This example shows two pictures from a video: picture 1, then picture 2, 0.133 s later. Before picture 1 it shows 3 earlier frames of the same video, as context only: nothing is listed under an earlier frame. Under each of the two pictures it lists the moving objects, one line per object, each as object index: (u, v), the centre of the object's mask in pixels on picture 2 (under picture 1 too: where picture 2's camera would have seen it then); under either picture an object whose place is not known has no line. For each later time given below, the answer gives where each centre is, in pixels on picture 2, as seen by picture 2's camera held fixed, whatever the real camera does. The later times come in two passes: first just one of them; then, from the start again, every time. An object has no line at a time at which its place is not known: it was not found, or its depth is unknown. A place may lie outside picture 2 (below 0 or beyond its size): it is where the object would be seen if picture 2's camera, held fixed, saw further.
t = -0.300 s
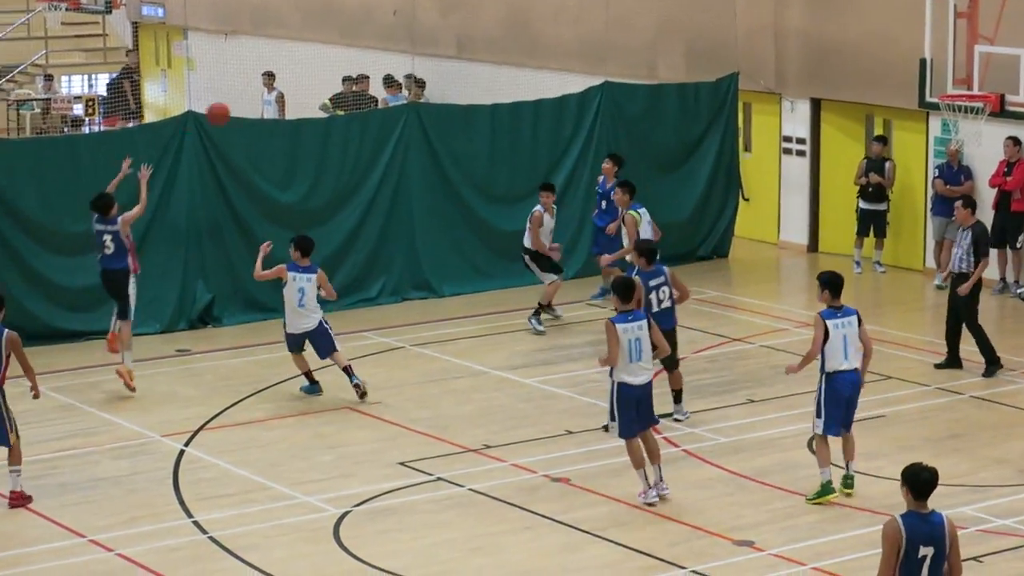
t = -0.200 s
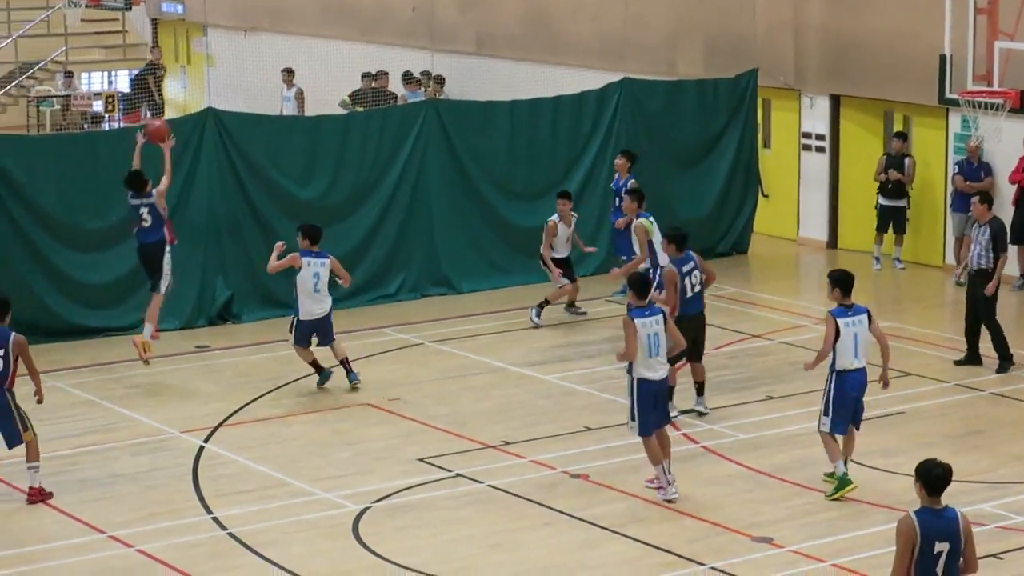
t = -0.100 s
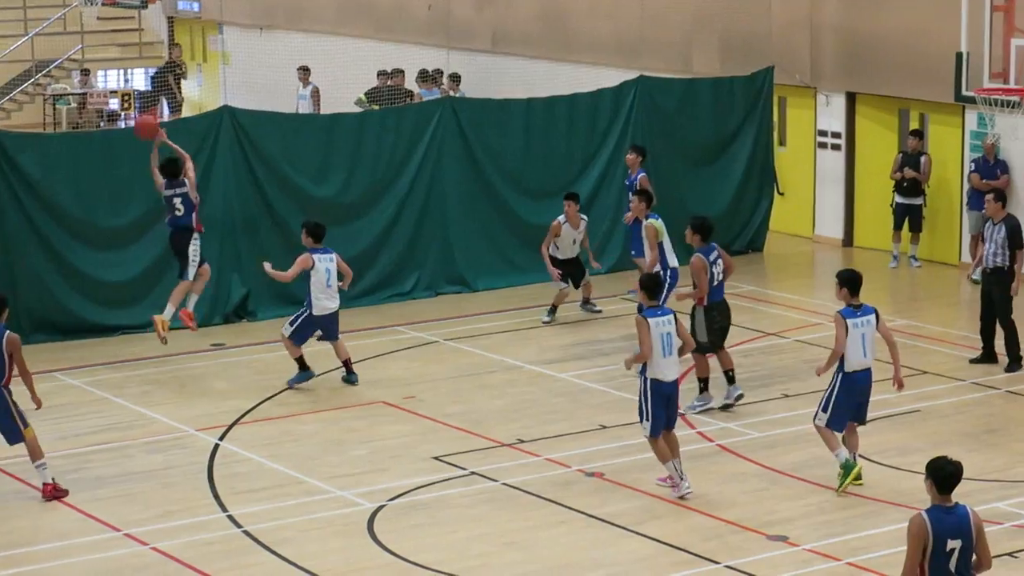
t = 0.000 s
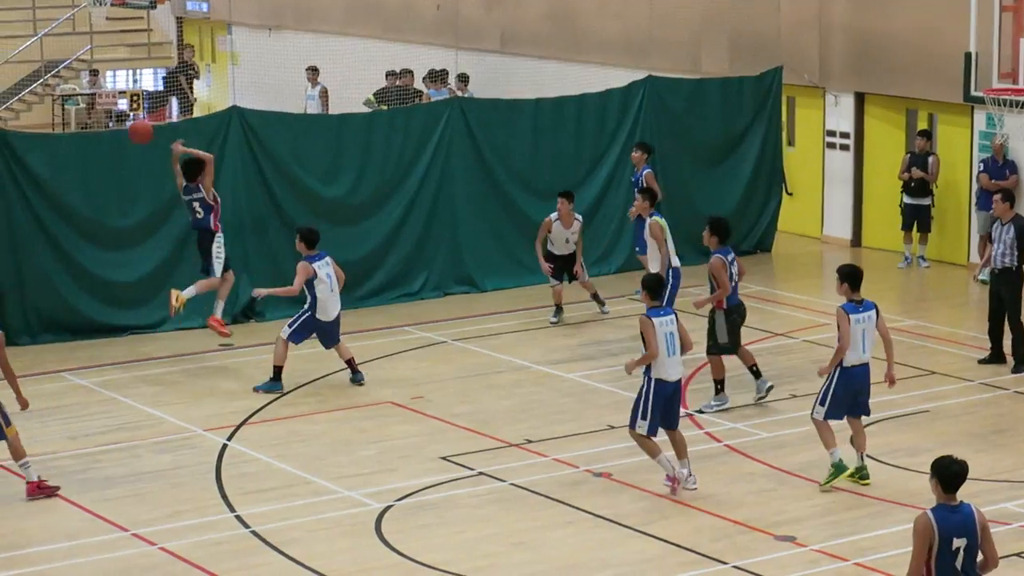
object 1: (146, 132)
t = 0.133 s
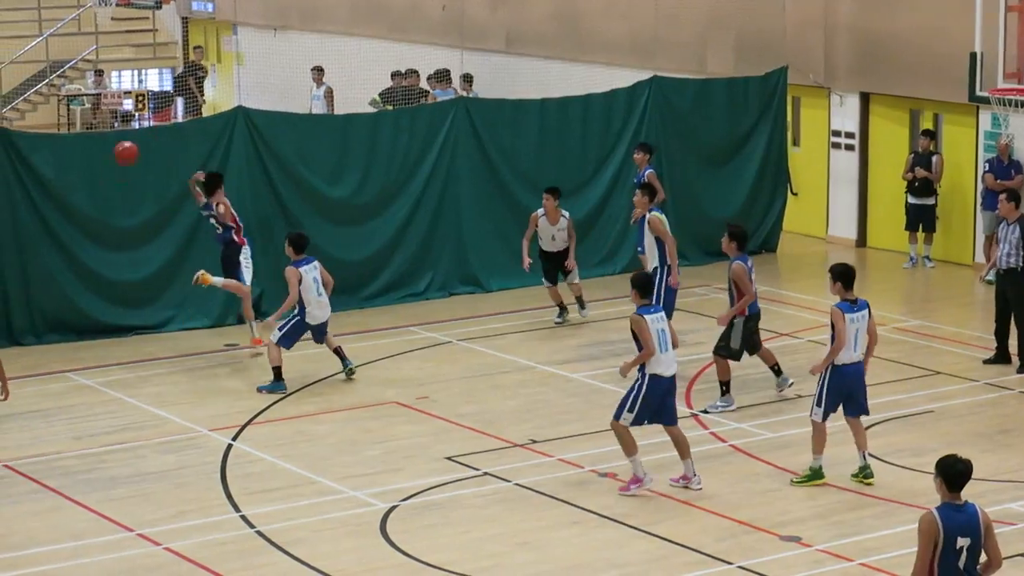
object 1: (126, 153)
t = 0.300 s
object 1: (103, 204)
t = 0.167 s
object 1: (121, 161)
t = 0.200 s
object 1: (116, 170)
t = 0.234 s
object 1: (111, 181)
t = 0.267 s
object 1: (107, 192)
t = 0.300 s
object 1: (103, 204)
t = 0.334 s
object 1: (98, 218)
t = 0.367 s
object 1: (94, 232)
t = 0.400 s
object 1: (90, 248)
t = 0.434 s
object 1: (86, 265)
